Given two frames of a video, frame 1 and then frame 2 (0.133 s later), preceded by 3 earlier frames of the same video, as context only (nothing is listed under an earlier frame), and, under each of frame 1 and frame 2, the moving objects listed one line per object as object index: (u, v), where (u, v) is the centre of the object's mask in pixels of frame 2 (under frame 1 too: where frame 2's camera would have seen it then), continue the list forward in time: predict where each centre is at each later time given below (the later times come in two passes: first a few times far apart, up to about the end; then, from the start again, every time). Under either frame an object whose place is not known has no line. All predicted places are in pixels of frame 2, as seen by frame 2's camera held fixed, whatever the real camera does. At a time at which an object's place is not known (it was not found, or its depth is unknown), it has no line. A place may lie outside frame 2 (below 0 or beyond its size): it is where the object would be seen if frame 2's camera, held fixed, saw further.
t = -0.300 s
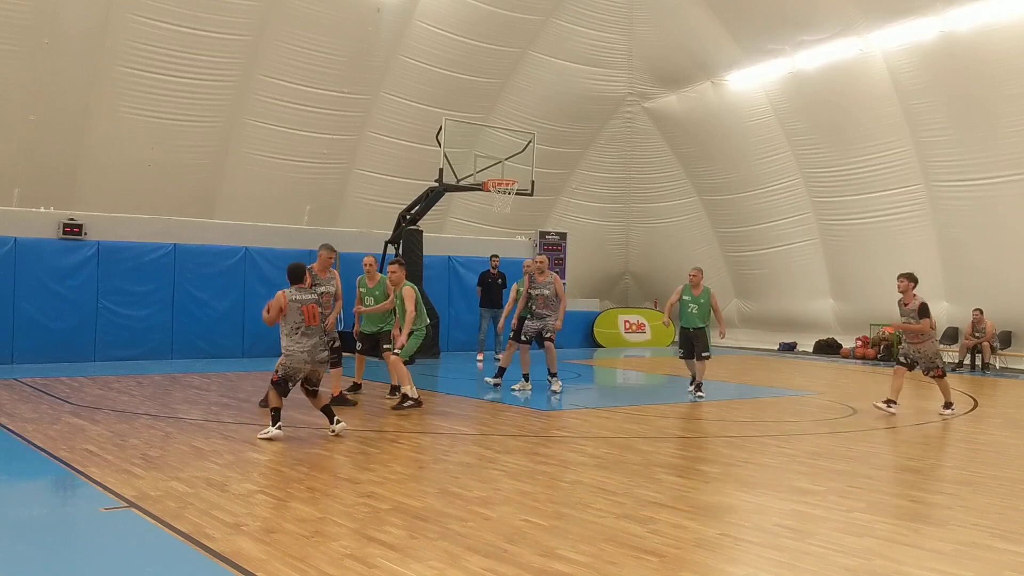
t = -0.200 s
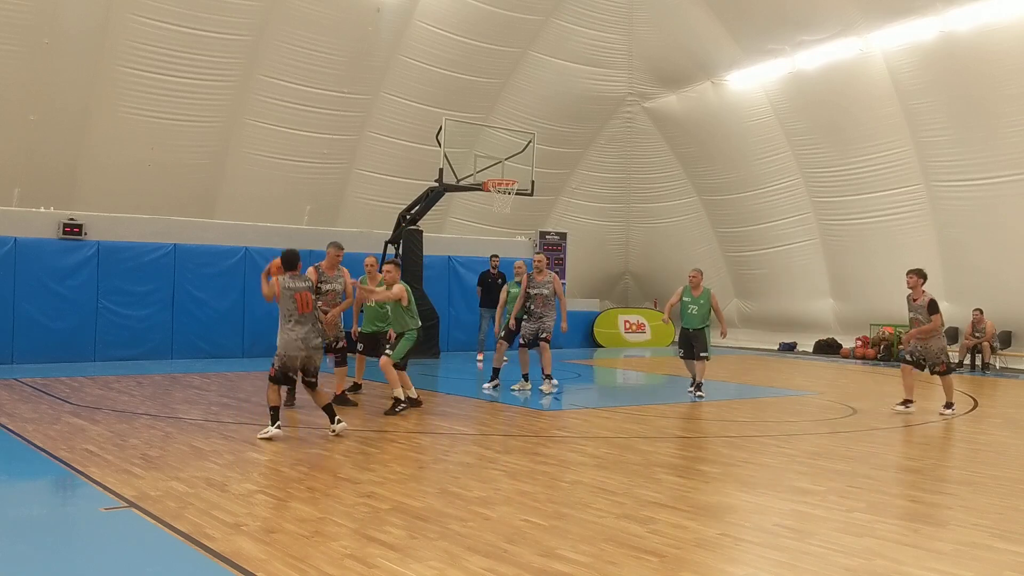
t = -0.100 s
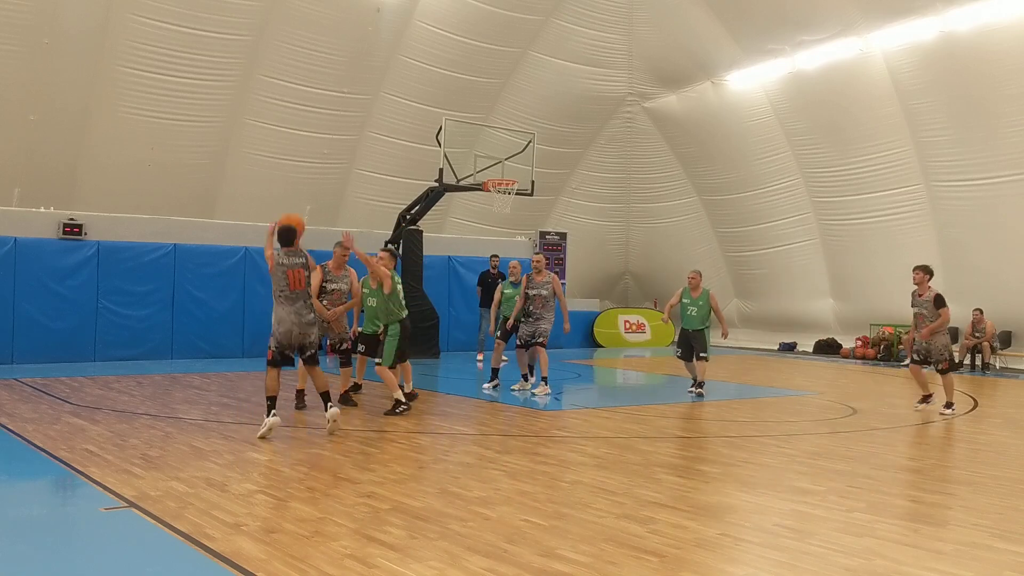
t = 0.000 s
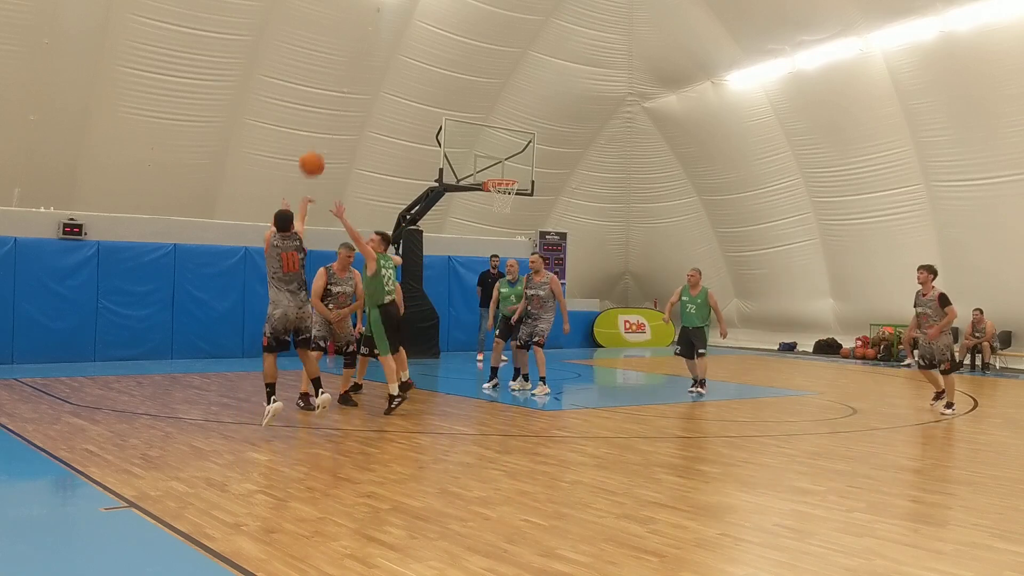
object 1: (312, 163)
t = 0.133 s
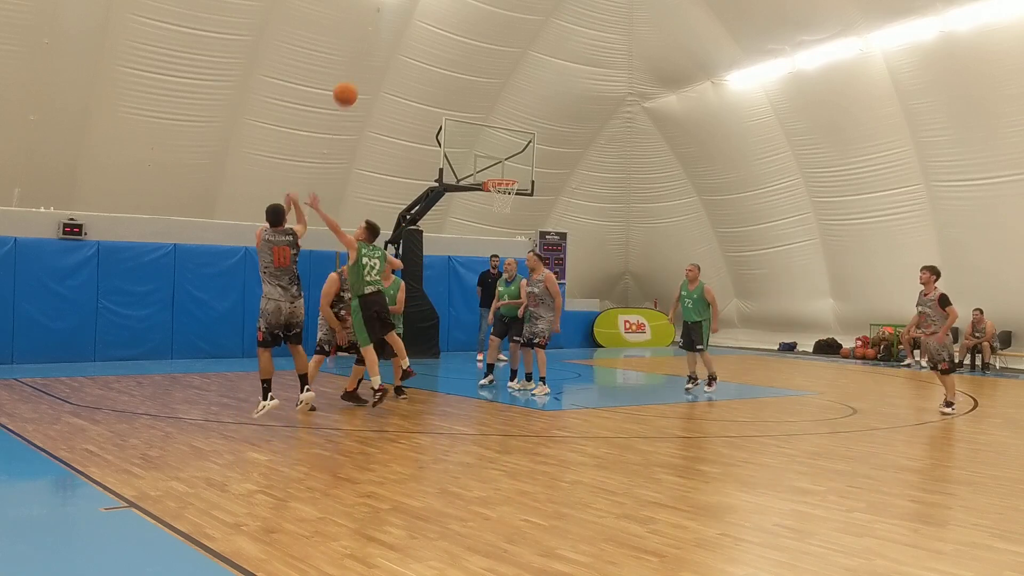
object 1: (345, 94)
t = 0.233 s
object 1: (367, 57)
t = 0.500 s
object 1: (415, 12)
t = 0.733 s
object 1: (447, 22)
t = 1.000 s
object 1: (477, 78)
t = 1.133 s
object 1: (489, 119)
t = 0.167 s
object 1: (353, 80)
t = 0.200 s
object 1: (360, 68)
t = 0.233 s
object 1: (367, 57)
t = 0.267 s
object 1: (373, 48)
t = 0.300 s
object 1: (380, 39)
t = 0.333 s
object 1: (386, 33)
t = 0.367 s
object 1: (392, 26)
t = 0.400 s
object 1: (398, 21)
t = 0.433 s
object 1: (404, 17)
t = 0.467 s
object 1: (409, 14)
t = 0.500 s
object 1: (415, 12)
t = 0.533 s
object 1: (420, 11)
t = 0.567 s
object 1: (425, 11)
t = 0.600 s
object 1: (429, 12)
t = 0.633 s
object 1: (434, 13)
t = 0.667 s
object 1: (438, 16)
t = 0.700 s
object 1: (443, 19)
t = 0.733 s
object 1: (447, 22)
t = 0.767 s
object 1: (451, 27)
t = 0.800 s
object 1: (455, 32)
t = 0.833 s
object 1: (459, 38)
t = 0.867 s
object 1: (463, 45)
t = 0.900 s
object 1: (467, 52)
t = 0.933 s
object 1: (470, 60)
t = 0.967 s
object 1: (474, 69)
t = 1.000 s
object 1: (477, 78)
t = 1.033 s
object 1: (480, 87)
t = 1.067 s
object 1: (484, 98)
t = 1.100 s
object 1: (487, 108)
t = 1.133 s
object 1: (489, 119)
